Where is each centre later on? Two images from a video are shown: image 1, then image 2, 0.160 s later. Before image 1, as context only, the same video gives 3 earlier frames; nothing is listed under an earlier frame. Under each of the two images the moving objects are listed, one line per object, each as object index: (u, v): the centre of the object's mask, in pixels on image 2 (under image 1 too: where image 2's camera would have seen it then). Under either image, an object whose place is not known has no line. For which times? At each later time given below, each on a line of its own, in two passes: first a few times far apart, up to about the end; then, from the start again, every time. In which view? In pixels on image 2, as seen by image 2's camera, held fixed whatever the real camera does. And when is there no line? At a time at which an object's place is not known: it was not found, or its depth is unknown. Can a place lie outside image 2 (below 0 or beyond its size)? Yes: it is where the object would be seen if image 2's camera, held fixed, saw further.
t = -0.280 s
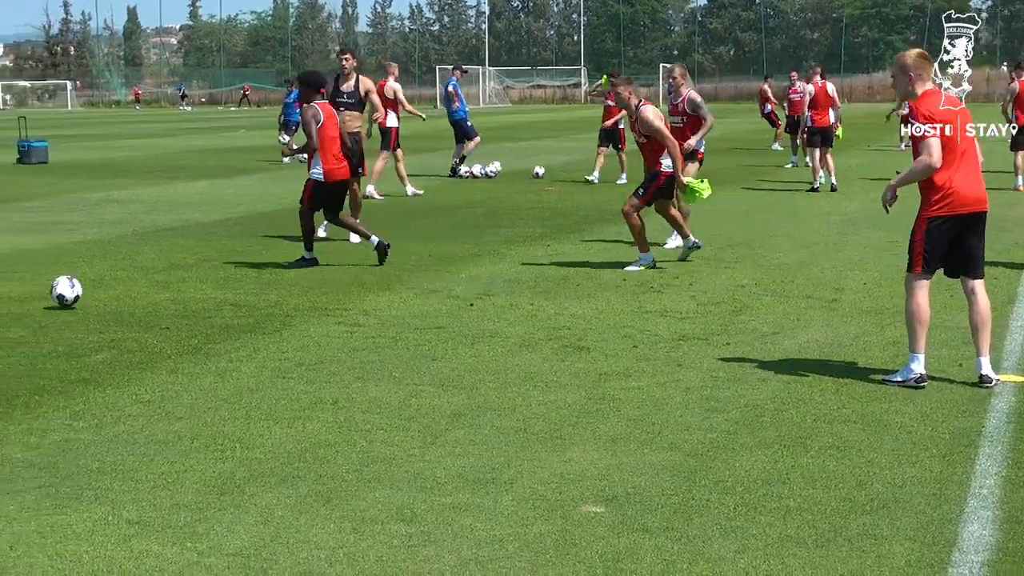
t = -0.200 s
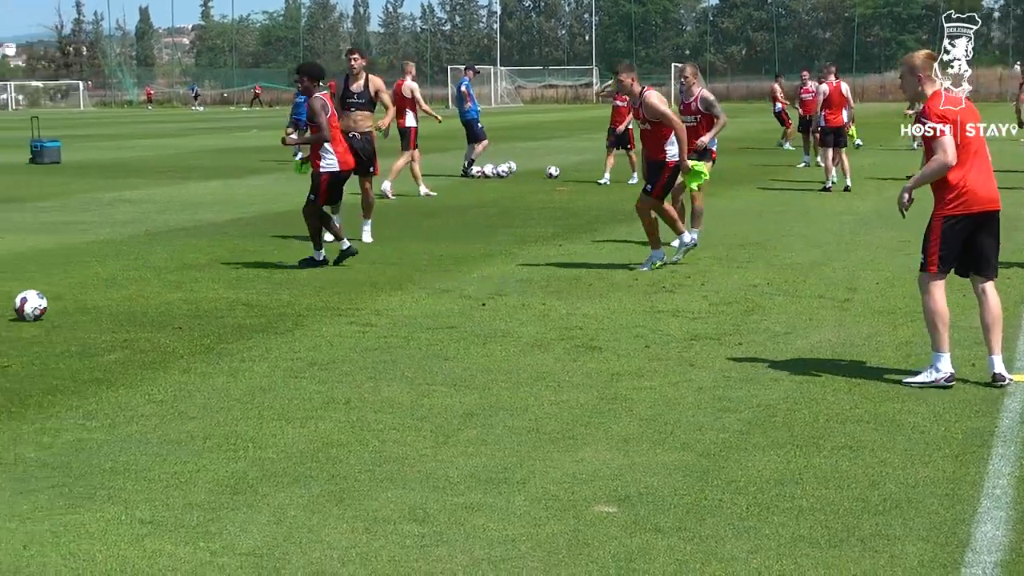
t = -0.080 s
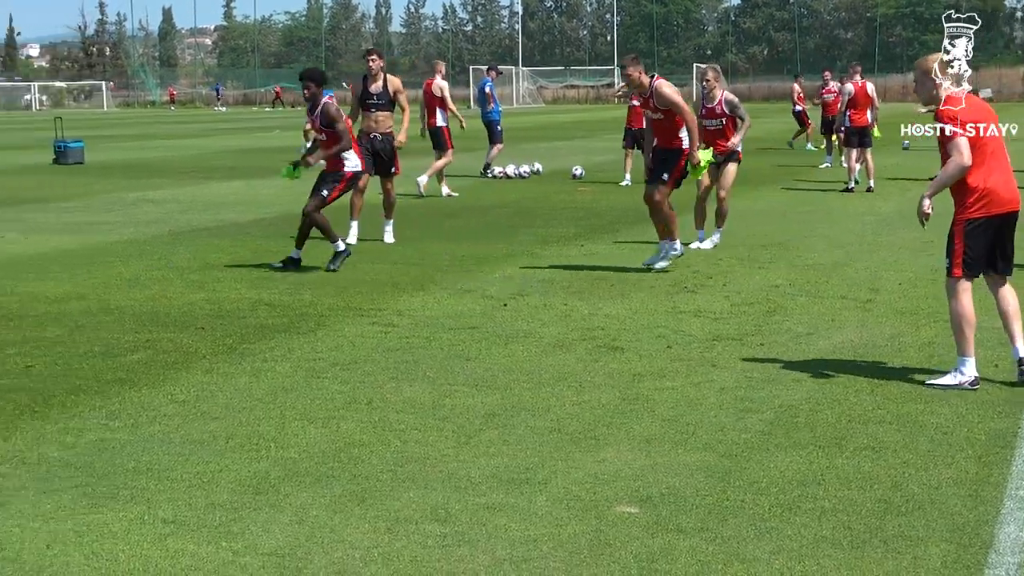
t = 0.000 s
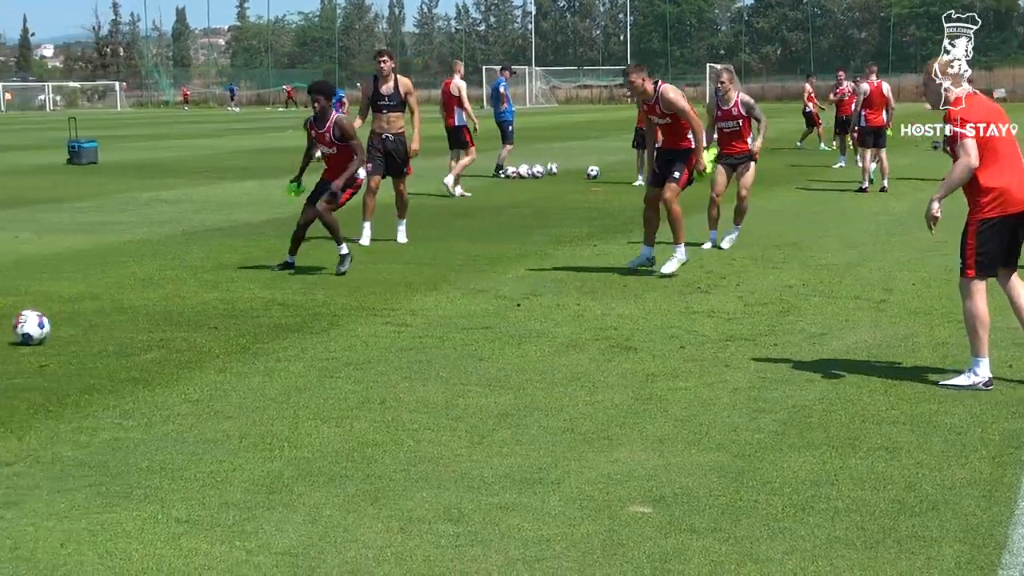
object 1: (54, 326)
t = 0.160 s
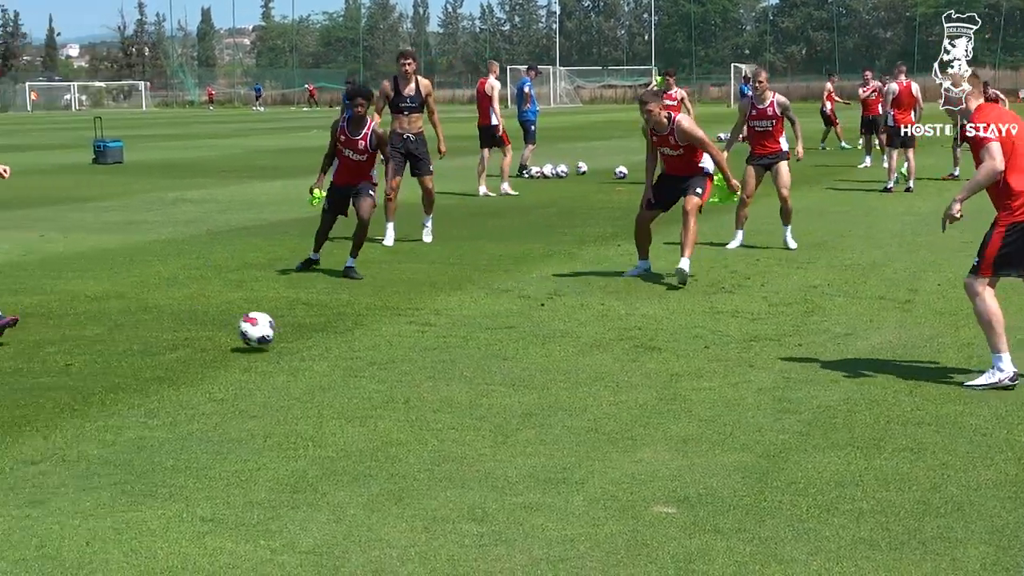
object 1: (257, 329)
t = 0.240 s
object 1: (357, 337)
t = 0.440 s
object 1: (591, 345)
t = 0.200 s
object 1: (309, 336)
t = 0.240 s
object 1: (357, 337)
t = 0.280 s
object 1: (404, 336)
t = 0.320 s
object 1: (452, 336)
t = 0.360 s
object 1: (500, 341)
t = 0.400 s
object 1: (548, 346)
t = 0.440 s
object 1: (591, 345)
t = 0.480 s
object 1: (633, 345)
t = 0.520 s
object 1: (675, 347)
